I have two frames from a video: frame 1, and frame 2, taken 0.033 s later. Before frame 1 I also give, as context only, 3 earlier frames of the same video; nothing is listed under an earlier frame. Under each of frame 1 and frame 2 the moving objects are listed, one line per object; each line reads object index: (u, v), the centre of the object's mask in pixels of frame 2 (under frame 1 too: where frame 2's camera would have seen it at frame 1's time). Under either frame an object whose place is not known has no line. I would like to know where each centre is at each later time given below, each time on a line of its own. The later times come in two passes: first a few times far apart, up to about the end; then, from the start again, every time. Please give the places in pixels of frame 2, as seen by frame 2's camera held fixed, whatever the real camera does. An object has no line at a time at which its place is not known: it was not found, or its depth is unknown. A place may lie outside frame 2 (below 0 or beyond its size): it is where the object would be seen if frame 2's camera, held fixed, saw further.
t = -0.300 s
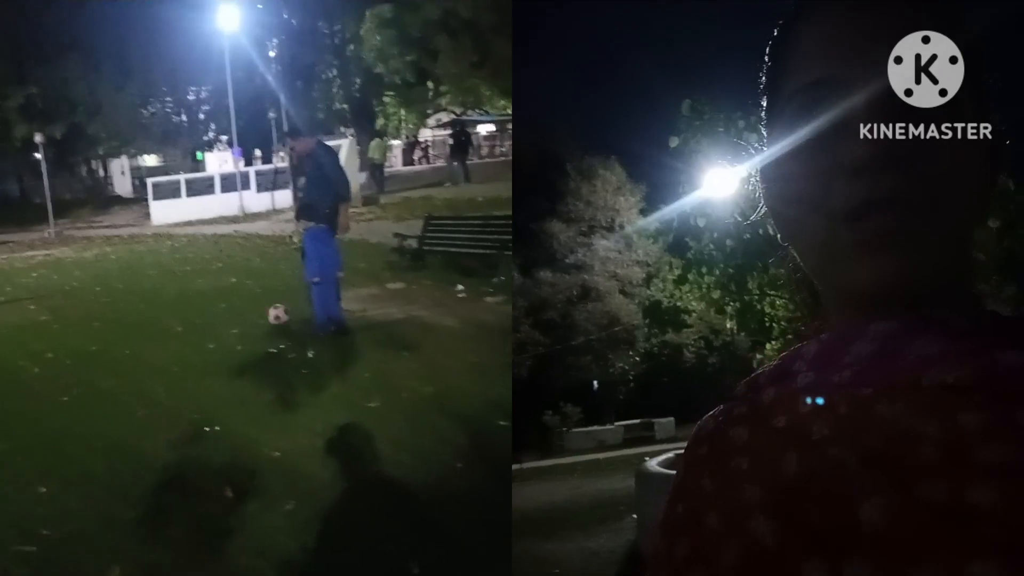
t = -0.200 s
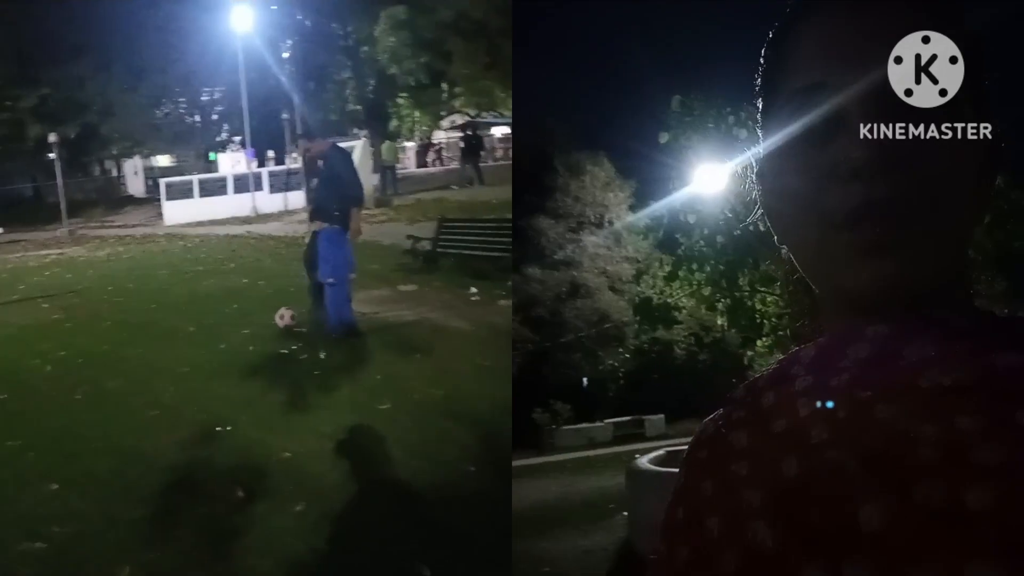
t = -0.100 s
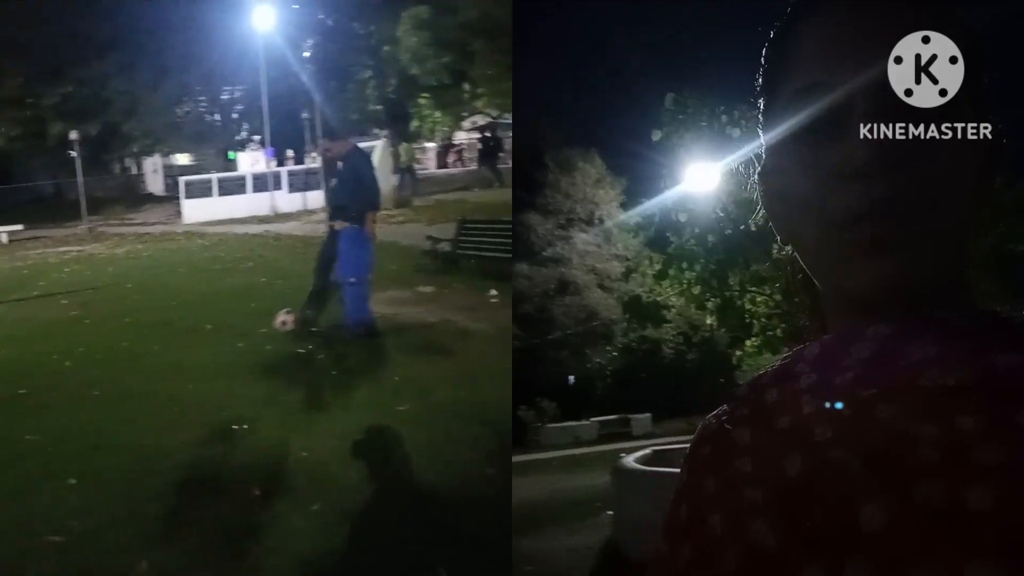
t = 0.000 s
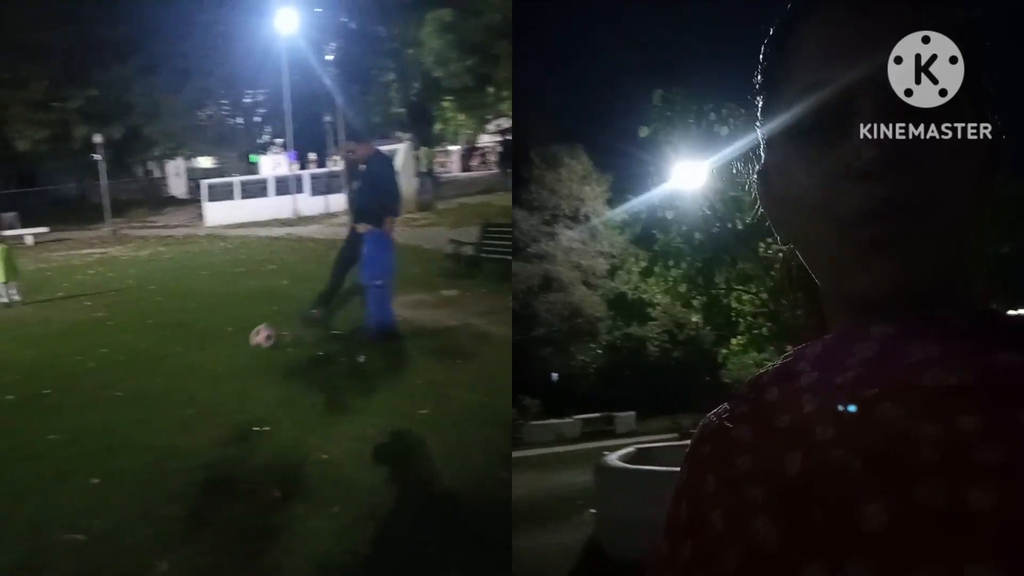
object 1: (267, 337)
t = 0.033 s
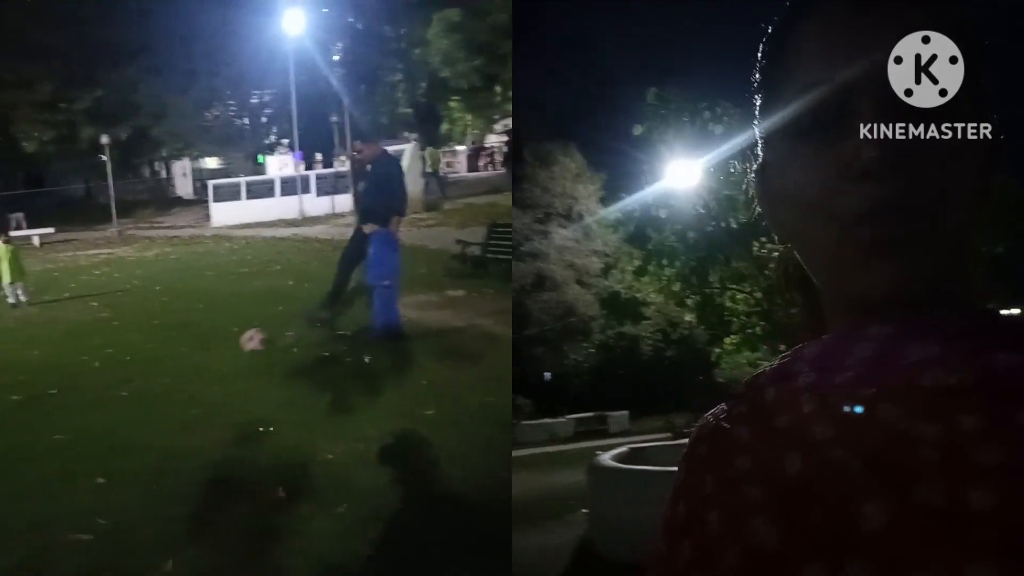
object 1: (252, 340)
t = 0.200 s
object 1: (186, 358)
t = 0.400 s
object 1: (106, 371)
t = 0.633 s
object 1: (29, 370)
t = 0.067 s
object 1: (242, 344)
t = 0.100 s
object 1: (229, 347)
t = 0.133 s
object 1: (214, 352)
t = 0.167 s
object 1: (200, 356)
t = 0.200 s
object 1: (186, 358)
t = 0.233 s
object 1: (173, 362)
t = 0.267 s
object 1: (157, 368)
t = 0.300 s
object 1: (143, 372)
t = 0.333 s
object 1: (130, 372)
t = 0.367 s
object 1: (119, 372)
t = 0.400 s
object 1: (106, 371)
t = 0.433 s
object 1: (94, 373)
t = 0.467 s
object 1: (80, 376)
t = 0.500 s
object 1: (67, 384)
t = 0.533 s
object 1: (56, 383)
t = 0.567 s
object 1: (45, 378)
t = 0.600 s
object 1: (38, 374)
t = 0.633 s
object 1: (29, 370)
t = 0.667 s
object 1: (18, 367)
